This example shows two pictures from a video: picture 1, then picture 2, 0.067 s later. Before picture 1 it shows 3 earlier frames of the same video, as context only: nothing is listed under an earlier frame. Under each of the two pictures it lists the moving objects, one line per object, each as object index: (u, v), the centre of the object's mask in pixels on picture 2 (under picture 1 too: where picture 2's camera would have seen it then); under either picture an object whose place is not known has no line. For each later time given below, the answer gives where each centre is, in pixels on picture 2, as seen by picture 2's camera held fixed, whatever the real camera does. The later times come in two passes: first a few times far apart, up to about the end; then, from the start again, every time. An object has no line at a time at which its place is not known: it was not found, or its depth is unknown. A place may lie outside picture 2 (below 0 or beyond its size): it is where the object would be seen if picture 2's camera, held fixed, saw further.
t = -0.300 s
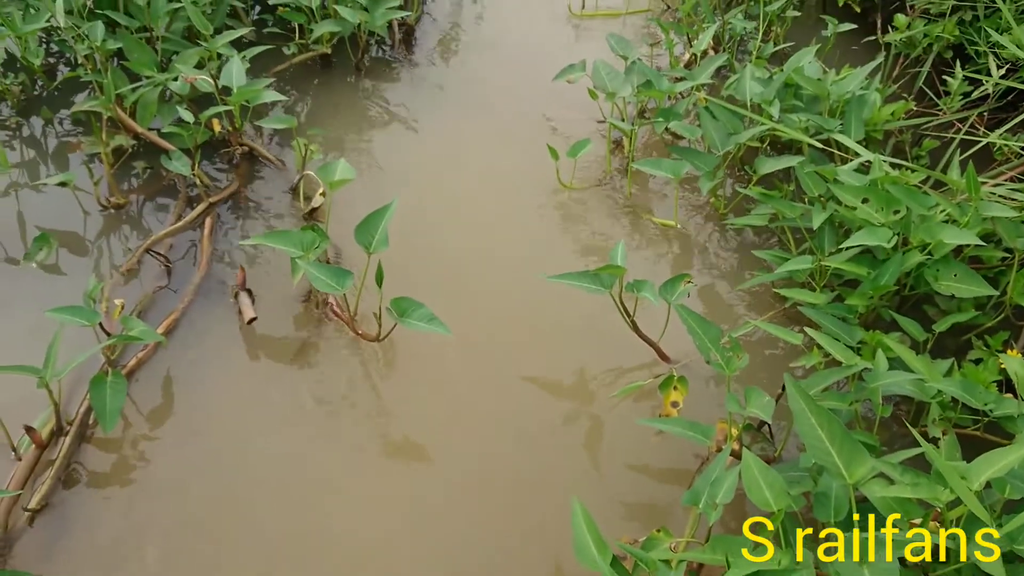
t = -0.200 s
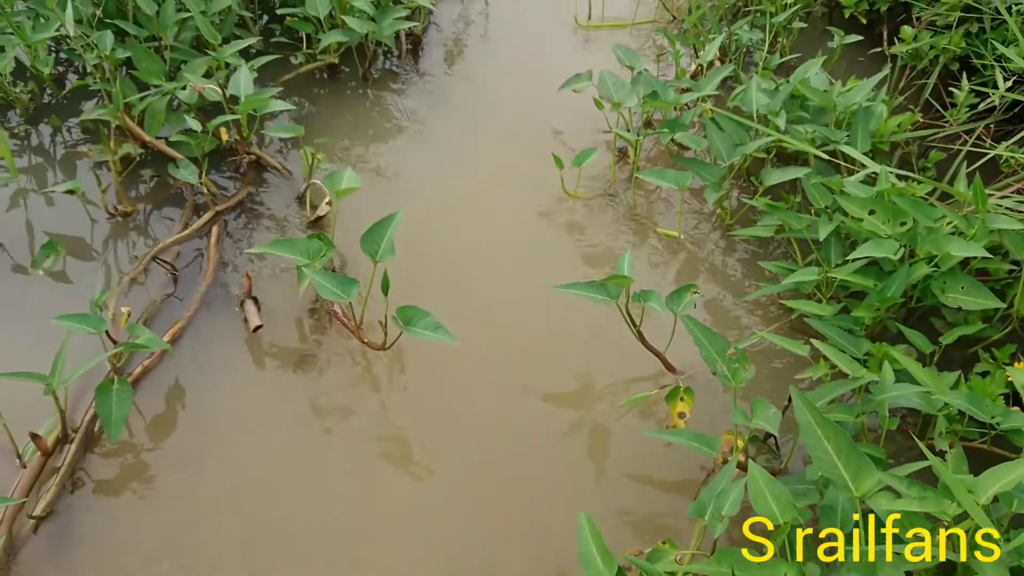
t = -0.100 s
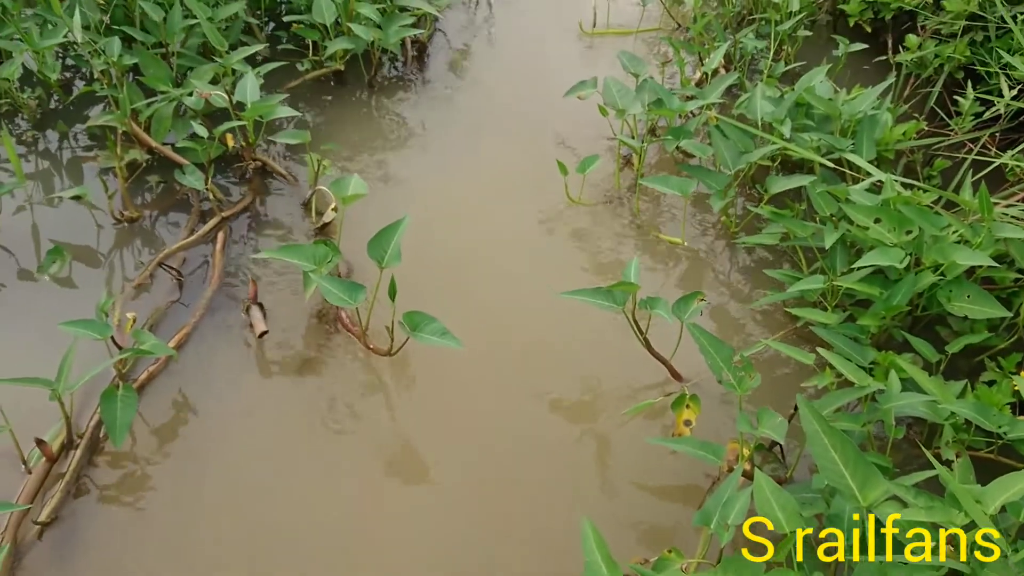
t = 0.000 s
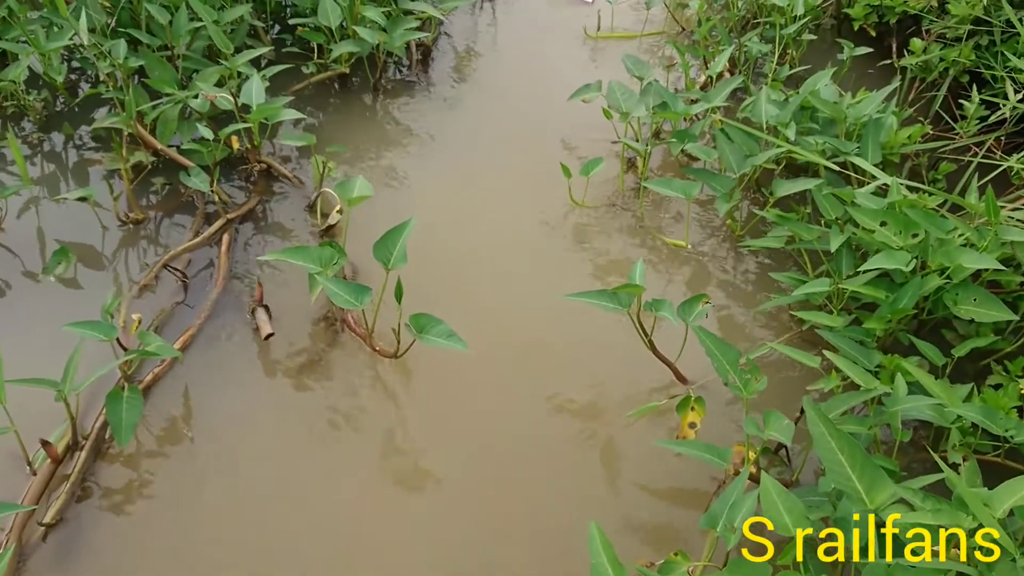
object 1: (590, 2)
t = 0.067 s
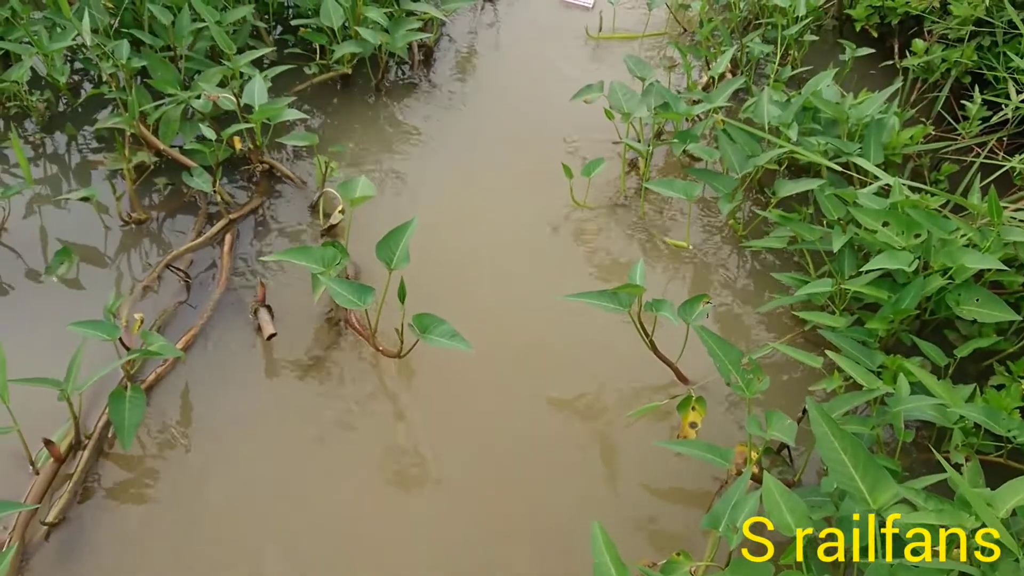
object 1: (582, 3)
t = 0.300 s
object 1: (570, 11)
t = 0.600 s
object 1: (559, 33)
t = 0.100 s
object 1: (579, 4)
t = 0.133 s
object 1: (577, 5)
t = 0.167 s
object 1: (576, 6)
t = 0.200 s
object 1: (575, 7)
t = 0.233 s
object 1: (573, 8)
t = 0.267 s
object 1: (572, 9)
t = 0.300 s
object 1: (570, 11)
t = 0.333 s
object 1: (569, 13)
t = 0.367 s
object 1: (568, 15)
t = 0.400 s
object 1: (567, 18)
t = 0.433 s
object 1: (565, 21)
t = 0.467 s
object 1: (564, 23)
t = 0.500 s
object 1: (563, 25)
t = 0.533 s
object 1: (562, 28)
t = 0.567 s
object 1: (560, 30)
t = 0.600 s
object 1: (559, 33)
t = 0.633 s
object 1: (557, 35)
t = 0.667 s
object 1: (556, 38)
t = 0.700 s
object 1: (555, 40)
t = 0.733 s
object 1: (554, 42)
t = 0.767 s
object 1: (552, 45)
